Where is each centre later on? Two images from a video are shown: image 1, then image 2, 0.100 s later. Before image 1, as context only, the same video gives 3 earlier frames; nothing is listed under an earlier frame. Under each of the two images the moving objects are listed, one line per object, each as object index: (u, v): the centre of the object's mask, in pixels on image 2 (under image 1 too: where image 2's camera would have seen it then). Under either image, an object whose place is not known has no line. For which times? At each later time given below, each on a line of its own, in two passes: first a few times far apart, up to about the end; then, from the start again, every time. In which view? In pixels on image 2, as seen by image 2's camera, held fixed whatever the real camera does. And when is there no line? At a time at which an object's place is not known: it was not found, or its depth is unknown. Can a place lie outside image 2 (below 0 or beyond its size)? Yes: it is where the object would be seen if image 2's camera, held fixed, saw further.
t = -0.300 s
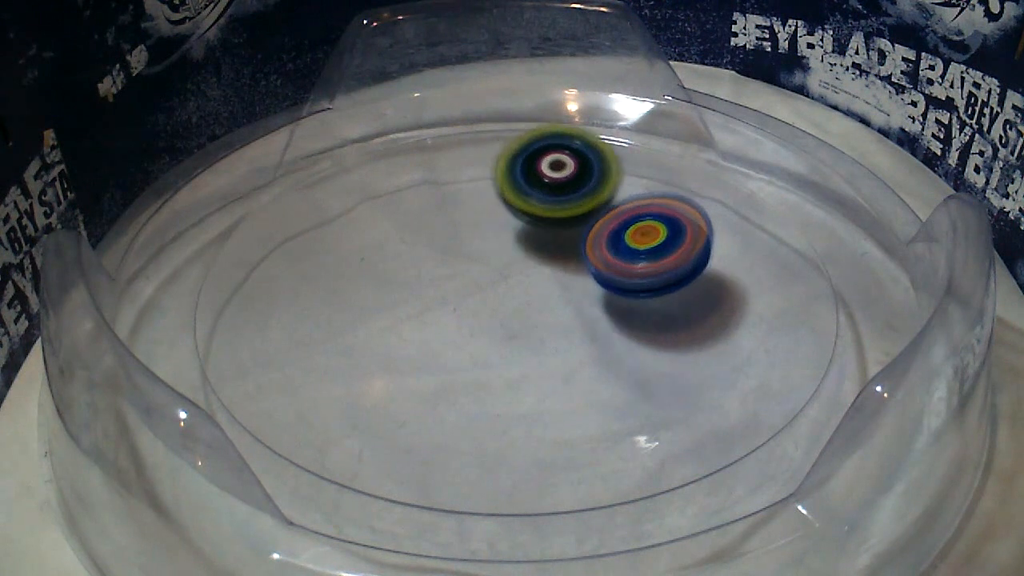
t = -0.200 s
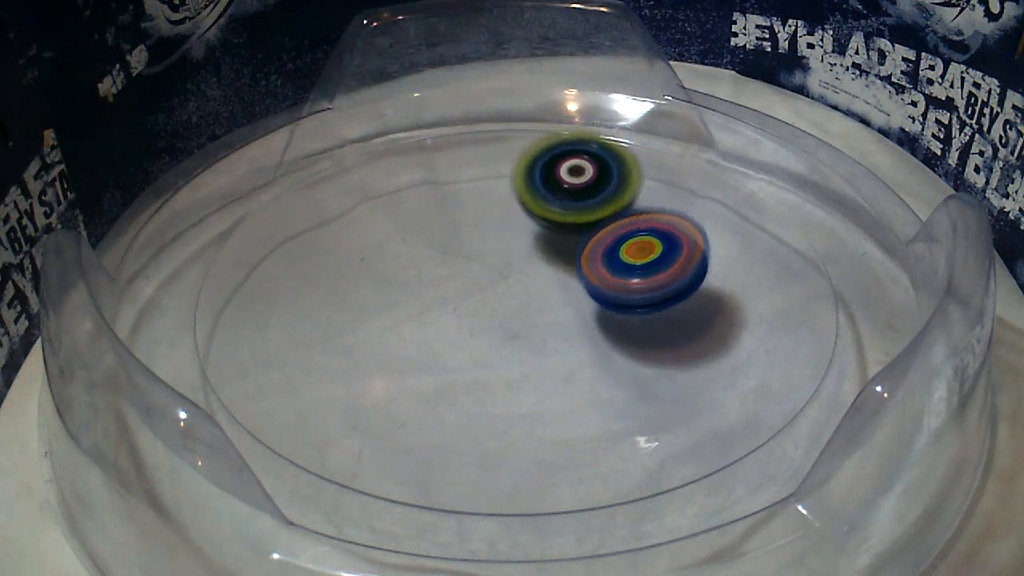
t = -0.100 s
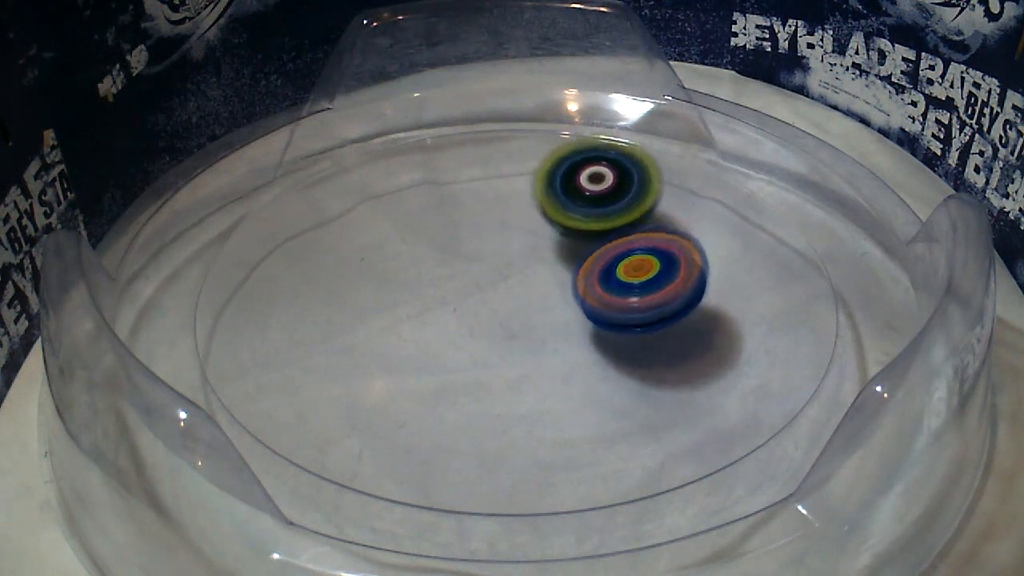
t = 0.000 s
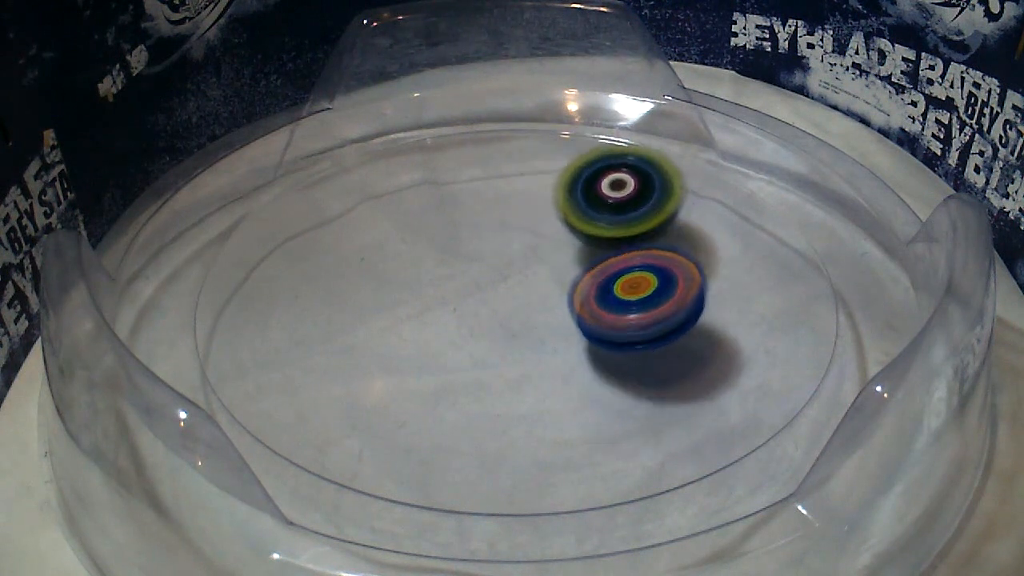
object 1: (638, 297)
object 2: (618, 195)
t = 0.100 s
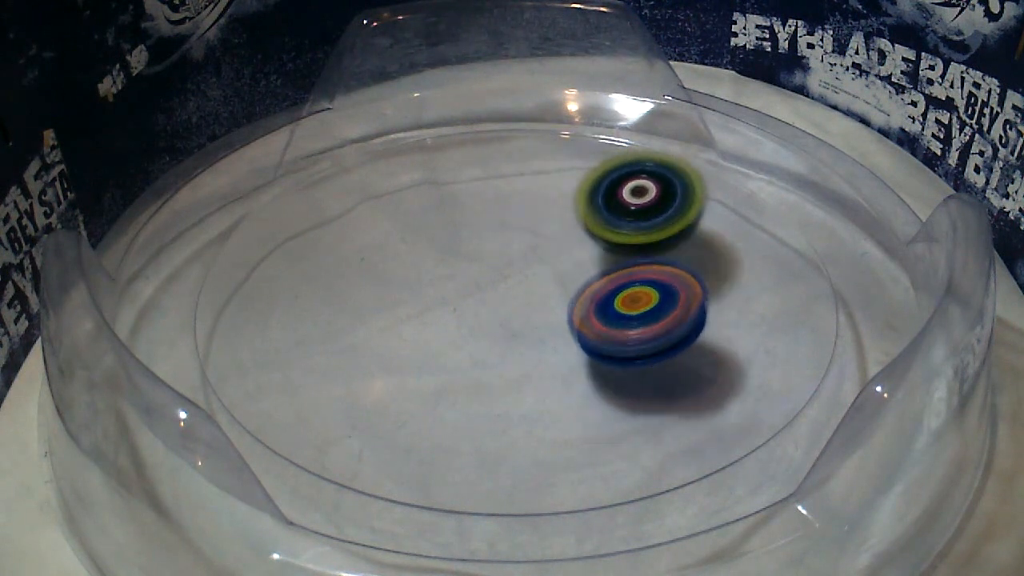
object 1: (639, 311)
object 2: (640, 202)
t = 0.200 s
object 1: (641, 323)
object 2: (658, 208)
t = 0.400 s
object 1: (644, 334)
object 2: (677, 228)
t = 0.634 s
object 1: (611, 344)
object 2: (688, 252)
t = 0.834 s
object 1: (556, 354)
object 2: (670, 279)
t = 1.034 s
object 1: (506, 366)
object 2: (649, 315)
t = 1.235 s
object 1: (474, 374)
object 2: (633, 342)
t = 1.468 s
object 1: (413, 363)
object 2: (644, 335)
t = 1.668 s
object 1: (403, 347)
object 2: (571, 323)
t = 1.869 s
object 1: (314, 312)
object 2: (626, 307)
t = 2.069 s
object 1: (371, 303)
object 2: (584, 268)
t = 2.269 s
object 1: (308, 257)
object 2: (600, 251)
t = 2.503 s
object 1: (244, 228)
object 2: (614, 222)
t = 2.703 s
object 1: (278, 230)
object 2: (551, 215)
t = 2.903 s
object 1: (349, 237)
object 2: (497, 233)
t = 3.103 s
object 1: (409, 236)
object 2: (546, 283)
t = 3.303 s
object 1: (511, 225)
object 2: (603, 288)
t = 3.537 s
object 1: (651, 165)
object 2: (618, 278)
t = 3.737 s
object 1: (672, 138)
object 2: (594, 283)
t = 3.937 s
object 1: (656, 159)
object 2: (556, 299)
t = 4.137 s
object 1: (631, 206)
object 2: (525, 311)
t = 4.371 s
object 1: (604, 260)
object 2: (492, 319)
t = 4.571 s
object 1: (631, 295)
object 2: (460, 321)
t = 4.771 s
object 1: (647, 318)
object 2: (457, 316)
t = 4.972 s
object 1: (634, 326)
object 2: (461, 302)
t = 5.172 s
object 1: (605, 332)
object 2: (470, 286)
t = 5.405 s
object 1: (570, 338)
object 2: (479, 261)
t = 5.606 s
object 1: (512, 332)
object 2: (490, 239)
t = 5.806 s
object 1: (428, 312)
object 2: (506, 226)
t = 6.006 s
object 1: (388, 289)
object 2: (522, 224)
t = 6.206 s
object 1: (383, 282)
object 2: (540, 233)
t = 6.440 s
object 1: (397, 274)
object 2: (566, 255)
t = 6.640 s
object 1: (421, 268)
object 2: (580, 277)
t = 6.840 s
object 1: (459, 263)
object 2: (583, 301)
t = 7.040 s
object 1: (522, 243)
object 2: (573, 317)
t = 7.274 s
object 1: (599, 233)
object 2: (546, 325)
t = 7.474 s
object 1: (615, 234)
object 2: (512, 323)
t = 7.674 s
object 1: (614, 242)
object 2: (476, 310)
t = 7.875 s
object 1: (607, 258)
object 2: (454, 294)
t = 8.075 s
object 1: (590, 278)
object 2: (449, 274)
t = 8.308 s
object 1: (551, 325)
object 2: (450, 254)
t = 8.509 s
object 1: (498, 353)
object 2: (466, 241)
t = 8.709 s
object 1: (468, 358)
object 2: (494, 238)
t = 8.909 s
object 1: (463, 350)
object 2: (529, 244)
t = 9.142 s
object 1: (461, 332)
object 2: (564, 259)
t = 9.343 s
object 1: (431, 294)
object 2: (615, 276)
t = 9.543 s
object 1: (440, 243)
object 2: (634, 281)
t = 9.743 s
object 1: (471, 218)
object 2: (618, 290)
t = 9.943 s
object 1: (503, 213)
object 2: (579, 303)
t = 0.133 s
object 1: (640, 316)
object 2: (646, 204)
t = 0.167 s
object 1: (640, 320)
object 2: (653, 206)
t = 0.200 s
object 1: (641, 323)
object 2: (658, 208)
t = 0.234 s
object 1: (641, 326)
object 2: (661, 211)
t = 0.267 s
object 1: (642, 329)
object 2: (666, 213)
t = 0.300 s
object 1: (643, 331)
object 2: (669, 217)
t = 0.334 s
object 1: (643, 332)
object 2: (672, 220)
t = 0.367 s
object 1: (644, 333)
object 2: (675, 224)
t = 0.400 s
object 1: (644, 334)
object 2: (677, 228)
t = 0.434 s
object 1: (643, 335)
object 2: (679, 233)
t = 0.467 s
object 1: (642, 336)
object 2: (681, 237)
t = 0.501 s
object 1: (641, 336)
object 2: (683, 241)
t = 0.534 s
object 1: (636, 340)
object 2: (686, 244)
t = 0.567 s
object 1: (627, 342)
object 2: (687, 247)
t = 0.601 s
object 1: (618, 343)
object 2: (687, 249)
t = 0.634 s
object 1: (611, 344)
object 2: (688, 252)
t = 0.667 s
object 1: (603, 345)
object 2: (687, 254)
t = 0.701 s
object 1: (595, 346)
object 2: (685, 257)
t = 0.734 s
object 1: (587, 348)
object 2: (682, 261)
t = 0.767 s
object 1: (577, 350)
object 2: (679, 266)
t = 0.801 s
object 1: (567, 351)
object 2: (675, 272)
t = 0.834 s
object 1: (556, 354)
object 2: (670, 279)
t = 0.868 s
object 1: (548, 356)
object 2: (666, 284)
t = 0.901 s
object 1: (538, 358)
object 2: (663, 290)
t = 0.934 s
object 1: (529, 359)
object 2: (659, 297)
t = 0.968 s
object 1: (521, 362)
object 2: (655, 303)
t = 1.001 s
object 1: (514, 364)
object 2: (652, 308)
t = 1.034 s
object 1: (506, 366)
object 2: (649, 315)
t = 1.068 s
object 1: (499, 367)
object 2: (645, 321)
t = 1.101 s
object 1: (494, 369)
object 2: (641, 326)
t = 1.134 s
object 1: (488, 370)
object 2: (639, 330)
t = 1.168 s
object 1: (482, 372)
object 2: (639, 333)
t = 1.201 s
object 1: (477, 373)
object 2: (636, 338)
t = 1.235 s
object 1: (474, 374)
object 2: (633, 342)
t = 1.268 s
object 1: (472, 374)
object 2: (629, 344)
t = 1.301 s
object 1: (471, 373)
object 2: (627, 345)
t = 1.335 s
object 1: (459, 373)
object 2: (632, 345)
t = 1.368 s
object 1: (439, 371)
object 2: (642, 344)
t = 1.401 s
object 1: (427, 368)
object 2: (646, 342)
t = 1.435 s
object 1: (419, 365)
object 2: (646, 339)
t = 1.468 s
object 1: (413, 363)
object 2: (644, 335)
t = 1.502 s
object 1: (410, 361)
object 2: (638, 332)
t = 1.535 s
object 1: (407, 358)
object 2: (627, 329)
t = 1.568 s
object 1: (405, 356)
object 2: (615, 326)
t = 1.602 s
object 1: (405, 353)
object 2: (601, 325)
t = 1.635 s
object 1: (404, 350)
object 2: (587, 324)
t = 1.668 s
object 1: (403, 347)
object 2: (571, 323)
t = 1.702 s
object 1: (402, 344)
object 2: (556, 324)
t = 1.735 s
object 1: (379, 333)
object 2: (567, 317)
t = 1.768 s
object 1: (346, 327)
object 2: (592, 317)
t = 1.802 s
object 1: (325, 319)
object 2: (612, 316)
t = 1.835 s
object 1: (314, 316)
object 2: (623, 311)
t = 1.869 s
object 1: (314, 312)
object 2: (626, 307)
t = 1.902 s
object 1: (320, 310)
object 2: (626, 302)
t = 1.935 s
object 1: (329, 309)
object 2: (621, 295)
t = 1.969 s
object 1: (339, 309)
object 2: (615, 287)
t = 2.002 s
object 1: (350, 308)
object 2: (605, 280)
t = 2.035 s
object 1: (361, 306)
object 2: (595, 274)
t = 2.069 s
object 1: (371, 303)
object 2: (584, 268)
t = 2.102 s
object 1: (380, 299)
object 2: (571, 264)
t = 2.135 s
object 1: (389, 295)
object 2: (556, 261)
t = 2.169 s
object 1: (396, 290)
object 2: (542, 258)
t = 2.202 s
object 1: (400, 283)
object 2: (529, 257)
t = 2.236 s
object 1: (348, 270)
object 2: (567, 254)
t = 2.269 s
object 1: (308, 257)
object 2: (600, 251)
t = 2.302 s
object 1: (281, 246)
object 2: (625, 248)
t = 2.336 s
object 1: (263, 238)
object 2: (640, 245)
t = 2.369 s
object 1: (253, 234)
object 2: (645, 242)
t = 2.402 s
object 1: (247, 231)
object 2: (641, 238)
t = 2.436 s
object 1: (244, 229)
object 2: (634, 233)
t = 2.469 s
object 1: (243, 228)
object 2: (624, 227)
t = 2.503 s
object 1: (244, 228)
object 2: (614, 222)
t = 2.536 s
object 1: (246, 228)
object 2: (604, 219)
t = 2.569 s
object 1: (251, 228)
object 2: (593, 217)
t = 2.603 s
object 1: (256, 228)
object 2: (583, 215)
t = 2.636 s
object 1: (263, 228)
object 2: (572, 214)
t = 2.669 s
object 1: (270, 229)
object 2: (562, 215)
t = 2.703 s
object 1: (278, 230)
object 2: (551, 215)
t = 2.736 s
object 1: (287, 230)
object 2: (541, 217)
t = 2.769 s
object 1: (298, 230)
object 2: (531, 219)
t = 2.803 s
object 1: (309, 231)
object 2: (521, 222)
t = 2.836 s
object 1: (321, 232)
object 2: (512, 225)
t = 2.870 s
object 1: (335, 234)
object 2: (504, 229)
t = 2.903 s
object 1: (349, 237)
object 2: (497, 233)
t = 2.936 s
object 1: (355, 235)
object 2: (500, 236)
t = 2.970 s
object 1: (355, 235)
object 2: (516, 249)
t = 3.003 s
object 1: (365, 235)
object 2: (526, 261)
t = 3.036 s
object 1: (378, 235)
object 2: (534, 270)
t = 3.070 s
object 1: (394, 235)
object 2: (541, 278)
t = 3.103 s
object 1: (409, 236)
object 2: (546, 283)
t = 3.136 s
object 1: (424, 237)
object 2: (553, 285)
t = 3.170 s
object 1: (440, 237)
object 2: (563, 287)
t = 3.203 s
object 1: (456, 234)
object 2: (573, 288)
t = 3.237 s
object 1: (473, 232)
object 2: (583, 289)
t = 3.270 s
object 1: (492, 228)
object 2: (593, 289)
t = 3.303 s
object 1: (511, 225)
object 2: (603, 288)
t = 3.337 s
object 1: (533, 218)
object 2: (611, 287)
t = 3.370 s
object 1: (554, 210)
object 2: (616, 284)
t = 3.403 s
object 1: (578, 201)
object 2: (620, 281)
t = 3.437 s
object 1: (600, 192)
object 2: (621, 280)
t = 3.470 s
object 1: (621, 185)
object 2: (622, 279)
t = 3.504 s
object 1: (638, 176)
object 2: (621, 278)
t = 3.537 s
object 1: (651, 165)
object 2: (618, 278)
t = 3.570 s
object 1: (661, 157)
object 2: (615, 278)
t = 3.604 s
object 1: (669, 150)
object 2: (611, 278)
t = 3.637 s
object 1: (673, 143)
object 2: (607, 278)
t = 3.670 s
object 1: (674, 139)
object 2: (603, 279)
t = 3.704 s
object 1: (672, 138)
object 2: (599, 281)
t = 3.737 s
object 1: (672, 138)
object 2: (594, 283)
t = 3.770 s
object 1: (670, 139)
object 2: (587, 286)
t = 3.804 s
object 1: (667, 141)
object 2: (581, 288)
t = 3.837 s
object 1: (664, 144)
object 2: (575, 290)
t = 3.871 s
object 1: (662, 150)
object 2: (569, 293)
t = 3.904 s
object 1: (659, 154)
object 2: (562, 296)
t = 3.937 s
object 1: (656, 159)
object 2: (556, 299)
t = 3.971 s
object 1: (653, 165)
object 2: (550, 301)
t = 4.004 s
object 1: (650, 171)
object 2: (545, 304)
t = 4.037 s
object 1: (646, 180)
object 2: (540, 306)
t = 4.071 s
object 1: (641, 188)
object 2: (535, 308)
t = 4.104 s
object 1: (636, 197)
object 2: (530, 310)
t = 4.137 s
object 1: (631, 206)
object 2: (525, 311)
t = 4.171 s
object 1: (625, 215)
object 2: (519, 313)
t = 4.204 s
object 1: (620, 225)
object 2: (513, 314)
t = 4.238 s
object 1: (616, 234)
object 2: (509, 316)
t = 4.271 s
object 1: (611, 241)
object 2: (504, 317)
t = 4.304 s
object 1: (608, 248)
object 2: (500, 318)
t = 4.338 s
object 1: (605, 254)
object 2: (495, 318)
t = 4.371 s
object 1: (604, 260)
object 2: (492, 319)
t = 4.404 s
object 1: (603, 268)
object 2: (489, 319)
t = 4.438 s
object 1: (606, 276)
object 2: (478, 320)
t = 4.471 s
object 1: (614, 280)
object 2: (470, 321)
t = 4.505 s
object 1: (621, 286)
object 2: (465, 321)
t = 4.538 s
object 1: (626, 291)
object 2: (462, 322)
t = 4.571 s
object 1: (631, 295)
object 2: (460, 321)
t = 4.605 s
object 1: (634, 301)
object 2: (458, 321)
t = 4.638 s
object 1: (638, 304)
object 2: (457, 320)
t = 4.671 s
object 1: (641, 308)
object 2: (457, 320)
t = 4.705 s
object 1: (643, 312)
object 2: (457, 319)
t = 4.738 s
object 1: (646, 316)
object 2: (457, 318)
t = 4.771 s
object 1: (647, 318)
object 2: (457, 316)
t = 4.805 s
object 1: (648, 321)
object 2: (457, 314)
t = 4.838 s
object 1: (648, 323)
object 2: (457, 312)
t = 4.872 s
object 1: (646, 324)
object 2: (458, 310)
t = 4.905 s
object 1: (643, 325)
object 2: (459, 307)
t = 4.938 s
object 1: (639, 326)
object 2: (460, 304)
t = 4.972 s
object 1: (634, 326)
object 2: (461, 302)
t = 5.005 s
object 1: (629, 327)
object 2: (463, 299)
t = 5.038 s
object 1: (623, 328)
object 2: (464, 297)
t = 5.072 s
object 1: (618, 329)
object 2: (466, 295)
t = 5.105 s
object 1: (613, 329)
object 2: (468, 293)
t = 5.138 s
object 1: (607, 330)
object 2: (470, 290)
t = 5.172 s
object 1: (605, 332)
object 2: (470, 286)
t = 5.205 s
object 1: (603, 334)
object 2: (470, 281)
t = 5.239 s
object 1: (599, 335)
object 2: (470, 277)
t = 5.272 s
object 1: (595, 337)
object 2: (472, 274)
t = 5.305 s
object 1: (589, 337)
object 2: (473, 270)
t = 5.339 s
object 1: (583, 338)
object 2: (475, 267)
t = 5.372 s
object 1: (577, 339)
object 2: (477, 264)
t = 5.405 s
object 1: (570, 338)
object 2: (479, 261)
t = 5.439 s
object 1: (564, 338)
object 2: (481, 258)
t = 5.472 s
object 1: (557, 337)
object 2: (483, 255)
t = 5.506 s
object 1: (547, 338)
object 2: (485, 250)
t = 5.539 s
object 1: (537, 337)
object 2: (487, 246)
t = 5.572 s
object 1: (525, 336)
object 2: (489, 242)
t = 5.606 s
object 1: (512, 332)
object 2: (490, 239)
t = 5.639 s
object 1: (499, 329)
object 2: (493, 236)
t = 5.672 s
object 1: (485, 325)
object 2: (495, 234)
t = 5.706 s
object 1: (470, 322)
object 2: (497, 232)
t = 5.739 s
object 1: (454, 319)
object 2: (501, 229)
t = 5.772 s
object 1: (441, 315)
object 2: (504, 227)
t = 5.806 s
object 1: (428, 312)
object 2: (506, 226)
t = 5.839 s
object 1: (419, 307)
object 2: (510, 225)
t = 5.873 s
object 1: (410, 303)
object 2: (512, 224)
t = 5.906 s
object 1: (403, 298)
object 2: (515, 223)
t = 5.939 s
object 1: (397, 295)
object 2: (517, 223)
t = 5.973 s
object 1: (392, 291)
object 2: (519, 223)
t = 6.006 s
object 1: (388, 289)
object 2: (522, 224)
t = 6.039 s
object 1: (385, 286)
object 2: (524, 225)
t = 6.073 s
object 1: (383, 285)
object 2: (527, 225)
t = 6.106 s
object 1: (381, 284)
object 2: (530, 227)
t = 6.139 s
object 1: (381, 283)
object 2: (533, 229)
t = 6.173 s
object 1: (381, 282)
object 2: (536, 231)
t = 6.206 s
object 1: (383, 282)
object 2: (540, 233)
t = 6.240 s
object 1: (383, 281)
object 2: (544, 235)
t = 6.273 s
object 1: (385, 280)
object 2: (548, 237)
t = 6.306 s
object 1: (386, 279)
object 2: (551, 241)
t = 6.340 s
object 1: (388, 278)
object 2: (555, 244)
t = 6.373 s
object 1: (390, 276)
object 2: (559, 247)
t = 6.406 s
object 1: (394, 276)
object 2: (562, 251)
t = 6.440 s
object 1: (397, 274)
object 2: (566, 255)
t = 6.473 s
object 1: (401, 274)
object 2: (568, 258)
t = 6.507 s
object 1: (404, 272)
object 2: (571, 262)
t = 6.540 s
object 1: (409, 271)
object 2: (574, 266)
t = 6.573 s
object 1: (412, 270)
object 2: (576, 270)
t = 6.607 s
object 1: (417, 269)
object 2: (578, 274)
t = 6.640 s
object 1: (421, 268)
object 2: (580, 277)
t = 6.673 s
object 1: (427, 267)
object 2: (581, 282)
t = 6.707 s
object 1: (431, 266)
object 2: (582, 286)
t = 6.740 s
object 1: (437, 266)
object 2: (583, 289)
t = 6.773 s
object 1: (443, 265)
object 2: (583, 294)
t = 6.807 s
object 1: (451, 264)
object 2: (584, 297)
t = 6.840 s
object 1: (459, 263)
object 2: (583, 301)
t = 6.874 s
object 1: (467, 261)
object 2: (582, 304)
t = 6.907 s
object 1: (476, 259)
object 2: (580, 307)
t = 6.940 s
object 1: (486, 255)
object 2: (579, 310)
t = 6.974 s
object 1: (497, 251)
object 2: (578, 313)
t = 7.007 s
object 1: (510, 245)
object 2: (576, 315)
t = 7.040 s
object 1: (522, 243)
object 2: (573, 317)
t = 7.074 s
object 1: (535, 239)
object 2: (570, 319)
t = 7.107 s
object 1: (549, 236)
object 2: (568, 320)
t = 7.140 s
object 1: (561, 235)
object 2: (563, 322)
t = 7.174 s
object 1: (573, 234)
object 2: (558, 324)
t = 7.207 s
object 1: (583, 233)
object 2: (554, 324)
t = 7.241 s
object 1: (592, 233)
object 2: (550, 325)
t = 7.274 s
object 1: (599, 233)
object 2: (546, 325)
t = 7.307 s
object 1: (604, 233)
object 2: (542, 326)
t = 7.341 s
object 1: (608, 234)
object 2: (536, 326)
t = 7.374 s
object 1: (611, 233)
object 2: (531, 326)
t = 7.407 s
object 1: (613, 234)
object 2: (524, 325)
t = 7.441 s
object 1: (614, 234)
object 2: (518, 324)
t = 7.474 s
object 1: (615, 234)
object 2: (512, 323)
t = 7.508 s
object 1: (615, 235)
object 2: (507, 322)
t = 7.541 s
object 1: (615, 236)
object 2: (500, 320)
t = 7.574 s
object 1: (615, 237)
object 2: (493, 317)
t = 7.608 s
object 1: (615, 239)
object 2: (487, 315)
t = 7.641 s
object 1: (615, 240)
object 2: (481, 313)
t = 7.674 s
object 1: (614, 242)
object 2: (476, 310)
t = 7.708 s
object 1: (613, 244)
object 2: (472, 308)
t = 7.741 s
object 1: (613, 248)
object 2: (468, 305)
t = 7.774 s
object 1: (611, 250)
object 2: (464, 303)
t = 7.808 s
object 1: (610, 253)
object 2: (460, 300)
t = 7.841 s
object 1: (608, 256)
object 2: (457, 297)
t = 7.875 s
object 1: (607, 258)
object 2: (454, 294)
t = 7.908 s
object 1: (604, 262)
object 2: (452, 291)
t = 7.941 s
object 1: (602, 265)
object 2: (450, 287)
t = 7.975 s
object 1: (599, 268)
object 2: (448, 284)
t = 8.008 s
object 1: (596, 272)
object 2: (448, 280)
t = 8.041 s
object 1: (594, 275)
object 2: (448, 277)
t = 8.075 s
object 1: (590, 278)
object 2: (449, 274)
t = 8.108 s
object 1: (586, 283)
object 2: (449, 272)
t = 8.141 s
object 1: (582, 288)
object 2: (449, 269)
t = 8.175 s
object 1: (577, 296)
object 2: (449, 266)
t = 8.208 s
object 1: (573, 303)
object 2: (448, 262)
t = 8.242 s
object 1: (566, 311)
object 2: (448, 259)
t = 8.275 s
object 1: (558, 319)
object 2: (449, 257)
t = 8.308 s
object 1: (551, 325)
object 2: (450, 254)
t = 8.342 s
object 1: (541, 331)
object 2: (451, 250)
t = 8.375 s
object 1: (532, 337)
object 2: (454, 248)
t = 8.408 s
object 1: (523, 342)
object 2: (456, 245)
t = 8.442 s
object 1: (515, 347)
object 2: (459, 243)
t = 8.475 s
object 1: (506, 350)
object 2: (463, 242)
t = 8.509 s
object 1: (498, 353)
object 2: (466, 241)
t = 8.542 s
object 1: (490, 355)
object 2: (470, 239)
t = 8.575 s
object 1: (484, 356)
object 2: (475, 239)
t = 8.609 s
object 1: (478, 358)
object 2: (479, 238)
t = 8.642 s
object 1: (474, 358)
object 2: (484, 237)
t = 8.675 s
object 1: (471, 358)
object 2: (489, 238)
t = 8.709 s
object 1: (468, 358)
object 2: (494, 238)
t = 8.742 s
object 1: (467, 358)
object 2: (500, 239)
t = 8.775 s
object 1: (467, 356)
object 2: (506, 239)
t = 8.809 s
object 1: (466, 355)
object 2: (511, 240)
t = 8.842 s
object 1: (464, 355)
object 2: (518, 241)
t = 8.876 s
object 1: (464, 353)
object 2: (523, 242)
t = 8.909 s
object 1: (463, 350)
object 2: (529, 244)
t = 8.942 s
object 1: (462, 349)
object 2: (534, 246)
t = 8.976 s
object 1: (462, 347)
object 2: (539, 247)
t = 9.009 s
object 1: (460, 344)
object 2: (545, 249)
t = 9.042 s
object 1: (460, 341)
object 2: (550, 251)
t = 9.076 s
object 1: (459, 338)
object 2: (555, 253)
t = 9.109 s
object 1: (459, 335)
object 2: (560, 257)
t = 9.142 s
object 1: (461, 332)
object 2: (564, 259)
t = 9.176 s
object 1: (460, 329)
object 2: (568, 263)
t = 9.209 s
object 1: (461, 326)
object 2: (573, 265)
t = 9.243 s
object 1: (457, 321)
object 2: (580, 268)
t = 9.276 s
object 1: (443, 311)
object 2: (595, 271)
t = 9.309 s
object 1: (436, 303)
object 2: (607, 274)
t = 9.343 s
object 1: (431, 294)
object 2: (615, 276)
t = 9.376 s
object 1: (429, 283)
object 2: (621, 277)
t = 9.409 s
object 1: (429, 273)
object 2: (626, 278)
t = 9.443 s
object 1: (430, 264)
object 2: (629, 278)
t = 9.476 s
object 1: (433, 257)
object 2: (633, 280)
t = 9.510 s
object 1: (436, 249)
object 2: (634, 281)
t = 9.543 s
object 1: (440, 243)
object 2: (634, 281)
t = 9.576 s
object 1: (444, 236)
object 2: (632, 282)
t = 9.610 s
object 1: (450, 232)
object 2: (632, 284)
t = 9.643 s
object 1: (454, 228)
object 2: (629, 285)
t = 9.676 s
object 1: (461, 224)
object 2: (625, 286)
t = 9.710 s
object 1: (465, 221)
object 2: (621, 288)
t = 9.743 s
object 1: (471, 218)
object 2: (618, 290)
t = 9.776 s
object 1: (477, 216)
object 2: (612, 292)
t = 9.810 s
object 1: (482, 215)
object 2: (605, 294)
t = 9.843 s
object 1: (488, 213)
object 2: (601, 296)
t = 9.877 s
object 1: (492, 213)
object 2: (594, 299)
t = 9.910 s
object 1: (498, 213)
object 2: (586, 301)
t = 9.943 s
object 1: (503, 213)
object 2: (579, 303)
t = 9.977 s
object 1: (508, 214)
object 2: (570, 305)
